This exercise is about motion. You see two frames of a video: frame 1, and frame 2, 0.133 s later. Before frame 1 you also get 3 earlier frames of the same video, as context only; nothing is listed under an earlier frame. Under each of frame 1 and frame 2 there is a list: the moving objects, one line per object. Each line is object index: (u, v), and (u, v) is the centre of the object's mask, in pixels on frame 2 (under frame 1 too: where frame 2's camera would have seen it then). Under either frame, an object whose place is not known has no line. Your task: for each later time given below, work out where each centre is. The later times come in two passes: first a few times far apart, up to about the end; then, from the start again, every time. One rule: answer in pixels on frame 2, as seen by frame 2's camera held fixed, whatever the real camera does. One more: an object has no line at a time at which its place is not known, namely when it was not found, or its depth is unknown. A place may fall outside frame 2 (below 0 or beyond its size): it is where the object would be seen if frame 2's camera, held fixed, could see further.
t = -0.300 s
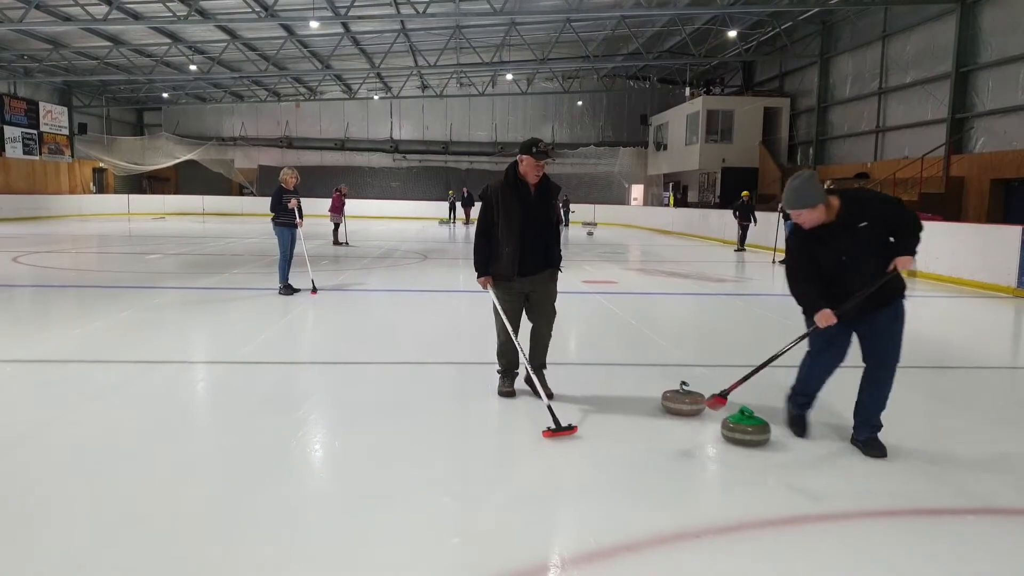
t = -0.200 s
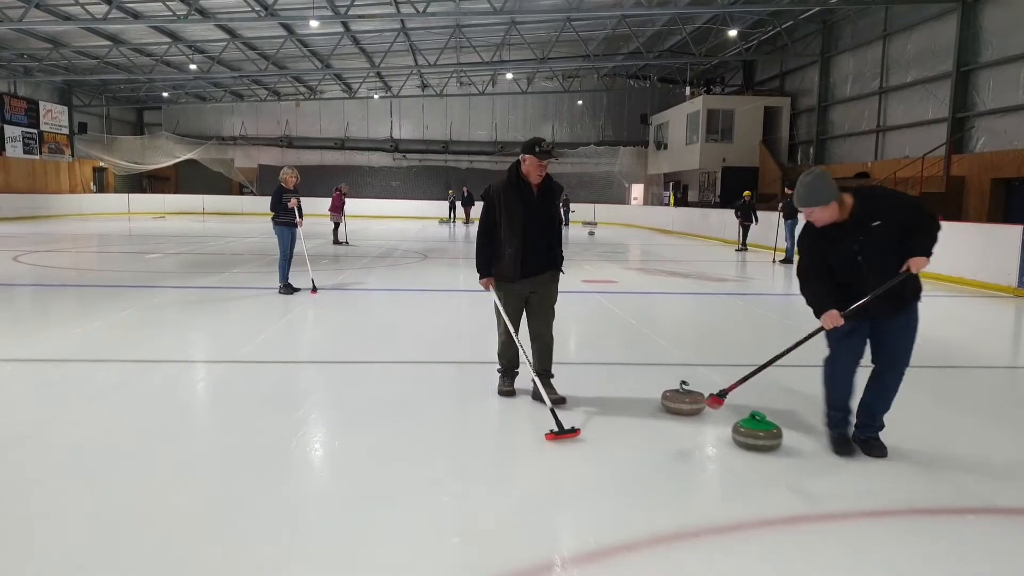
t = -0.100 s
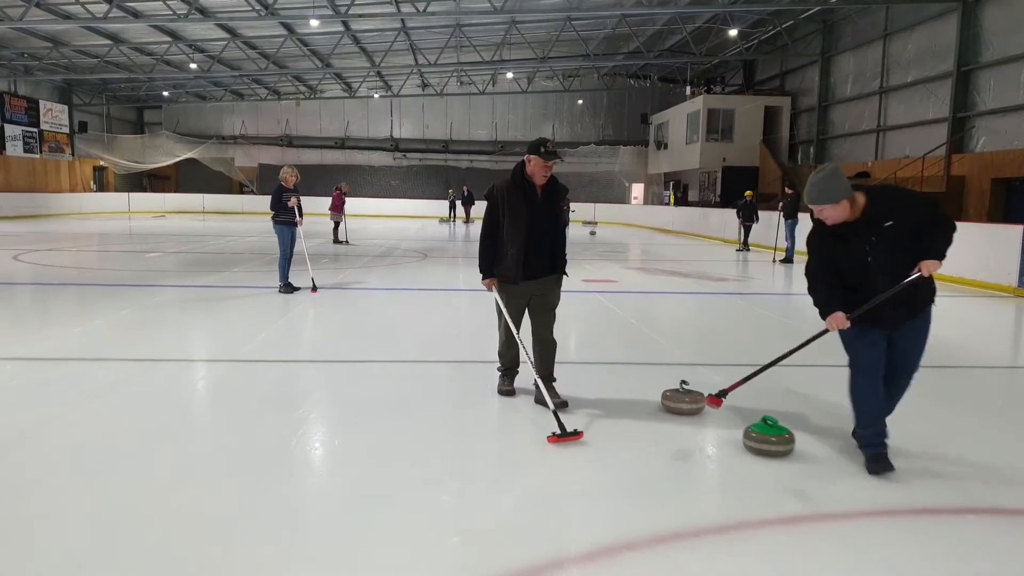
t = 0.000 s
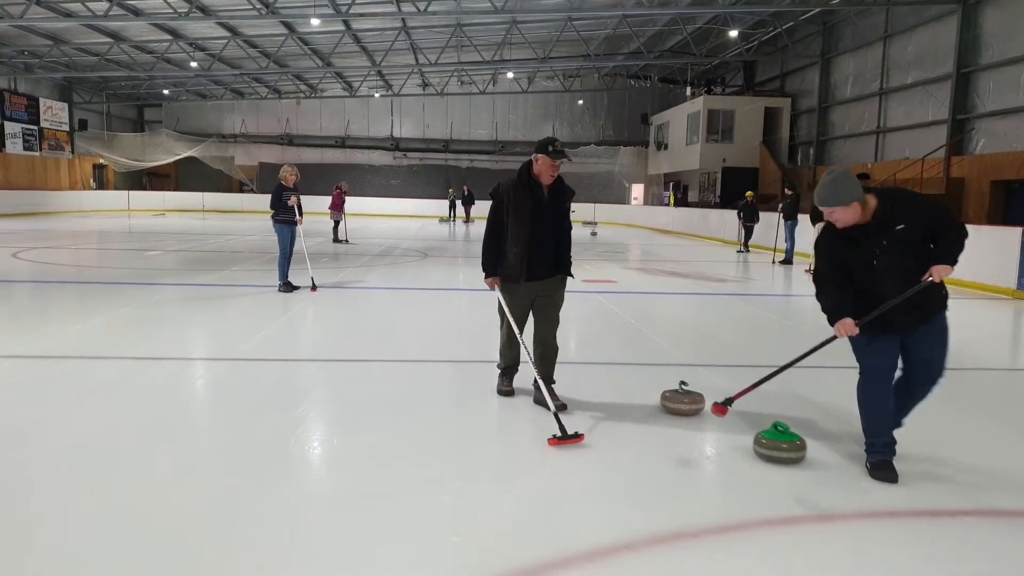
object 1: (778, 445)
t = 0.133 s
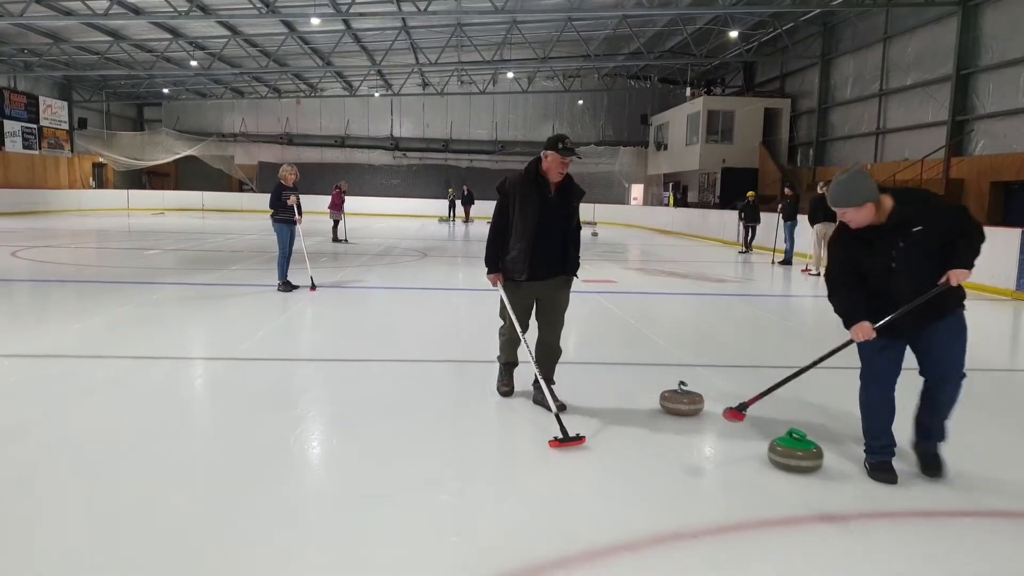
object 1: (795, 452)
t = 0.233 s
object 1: (808, 458)
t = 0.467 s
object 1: (840, 472)
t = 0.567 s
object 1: (854, 477)
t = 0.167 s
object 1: (799, 454)
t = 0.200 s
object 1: (804, 456)
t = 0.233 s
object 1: (808, 458)
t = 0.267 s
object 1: (812, 460)
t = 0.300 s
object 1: (817, 462)
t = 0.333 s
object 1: (821, 464)
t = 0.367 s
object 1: (826, 466)
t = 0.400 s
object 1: (830, 467)
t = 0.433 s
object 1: (835, 469)
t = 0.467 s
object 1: (840, 472)
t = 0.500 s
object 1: (844, 474)
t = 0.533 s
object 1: (849, 476)
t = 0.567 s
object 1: (854, 477)
